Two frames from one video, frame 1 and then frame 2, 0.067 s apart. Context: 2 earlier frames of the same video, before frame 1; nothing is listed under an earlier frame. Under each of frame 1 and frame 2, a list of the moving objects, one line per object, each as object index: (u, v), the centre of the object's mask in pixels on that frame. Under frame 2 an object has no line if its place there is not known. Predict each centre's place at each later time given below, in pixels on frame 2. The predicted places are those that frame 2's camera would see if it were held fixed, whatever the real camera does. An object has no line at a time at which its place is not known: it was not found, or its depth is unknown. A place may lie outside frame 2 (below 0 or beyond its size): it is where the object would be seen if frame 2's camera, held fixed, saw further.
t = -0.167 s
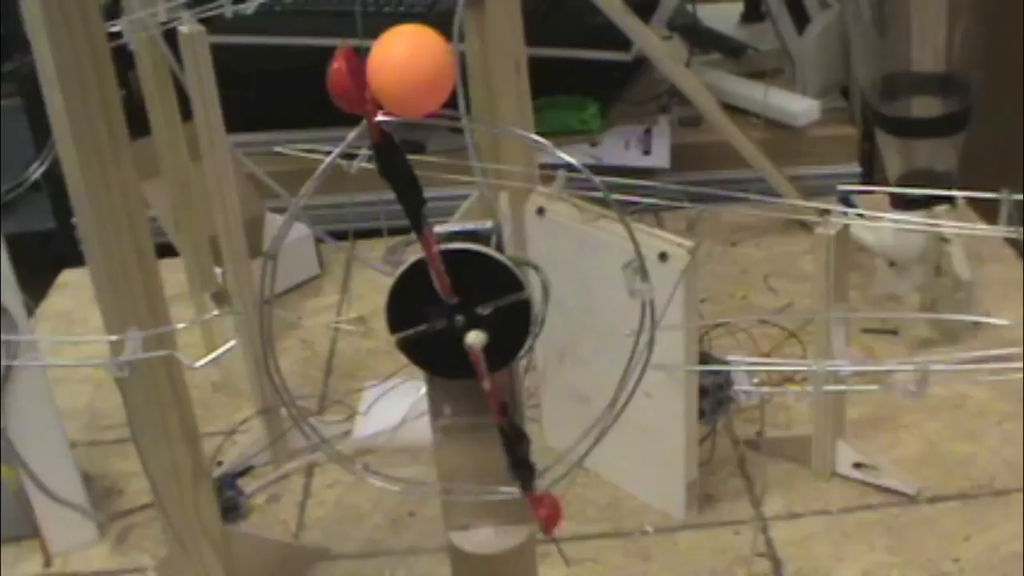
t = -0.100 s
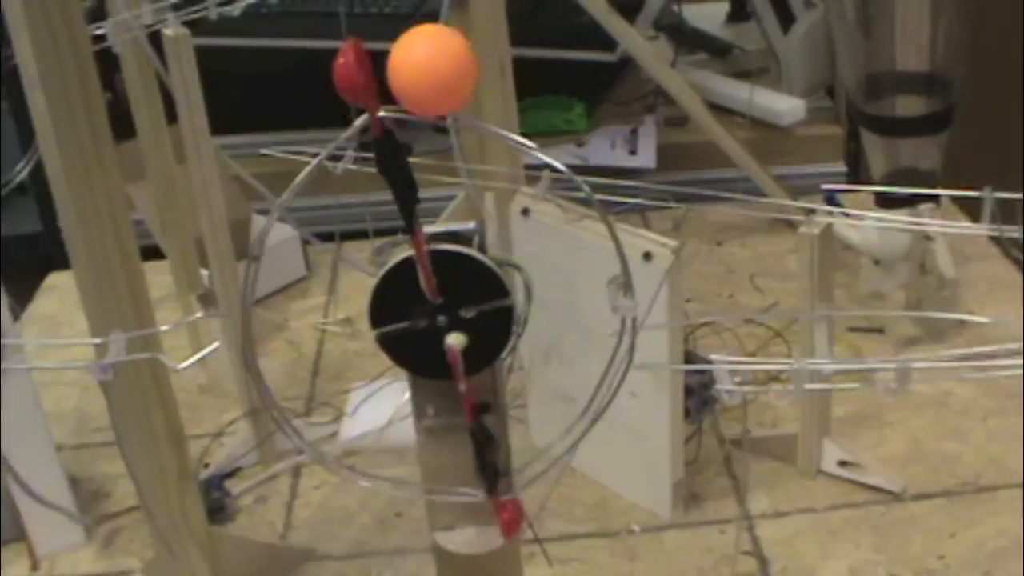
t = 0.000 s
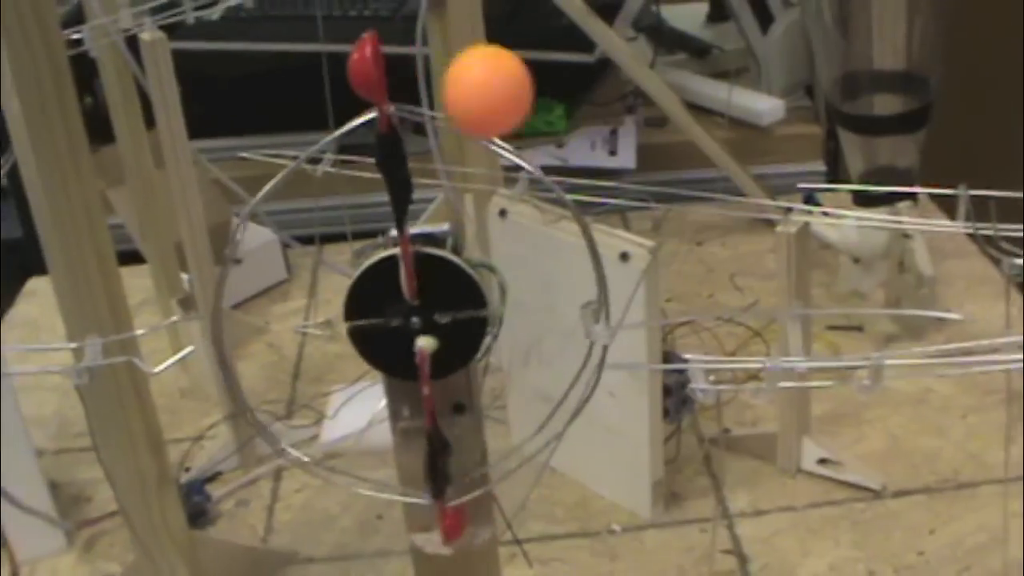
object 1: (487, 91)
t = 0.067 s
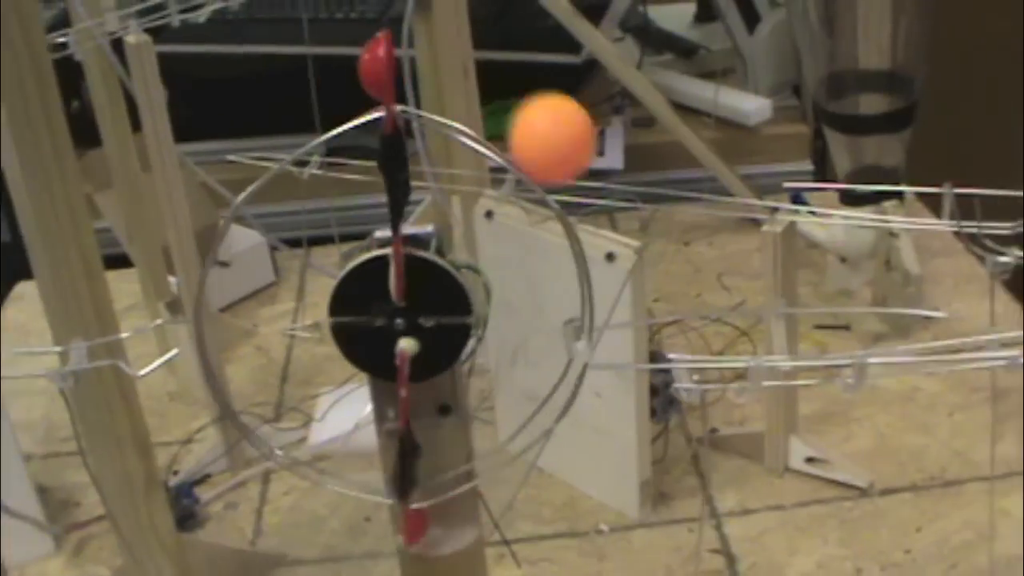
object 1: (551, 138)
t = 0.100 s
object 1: (597, 185)
